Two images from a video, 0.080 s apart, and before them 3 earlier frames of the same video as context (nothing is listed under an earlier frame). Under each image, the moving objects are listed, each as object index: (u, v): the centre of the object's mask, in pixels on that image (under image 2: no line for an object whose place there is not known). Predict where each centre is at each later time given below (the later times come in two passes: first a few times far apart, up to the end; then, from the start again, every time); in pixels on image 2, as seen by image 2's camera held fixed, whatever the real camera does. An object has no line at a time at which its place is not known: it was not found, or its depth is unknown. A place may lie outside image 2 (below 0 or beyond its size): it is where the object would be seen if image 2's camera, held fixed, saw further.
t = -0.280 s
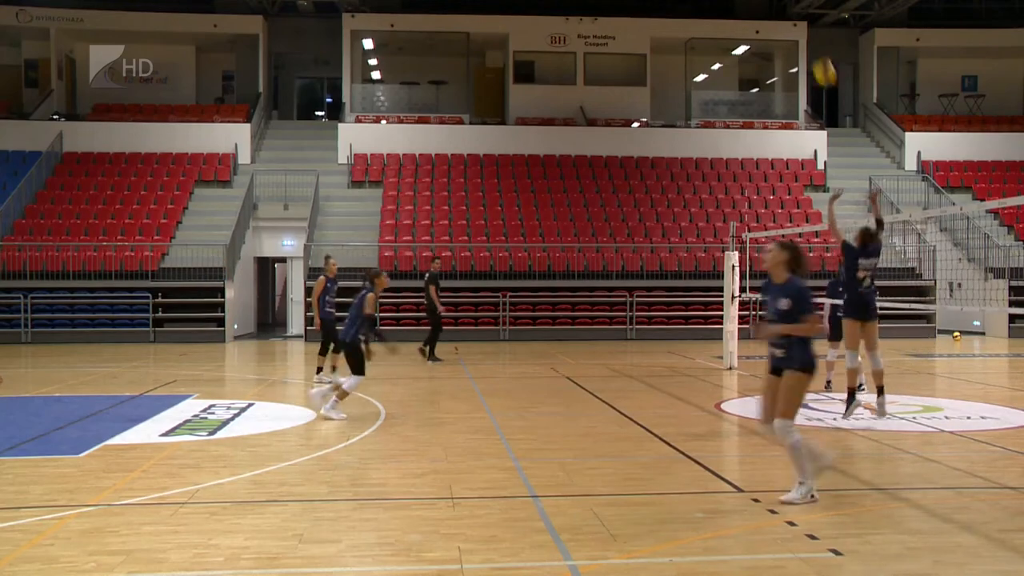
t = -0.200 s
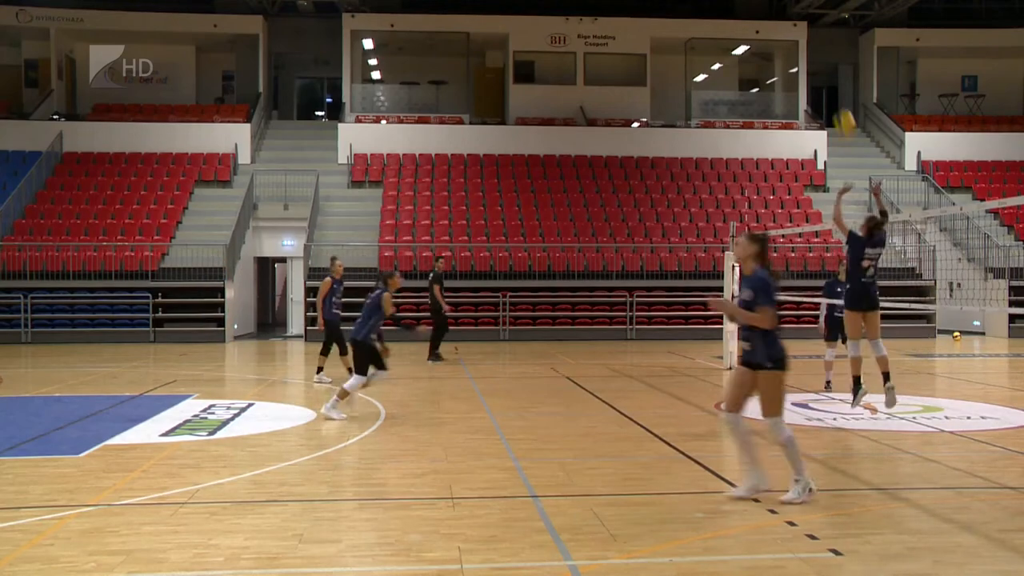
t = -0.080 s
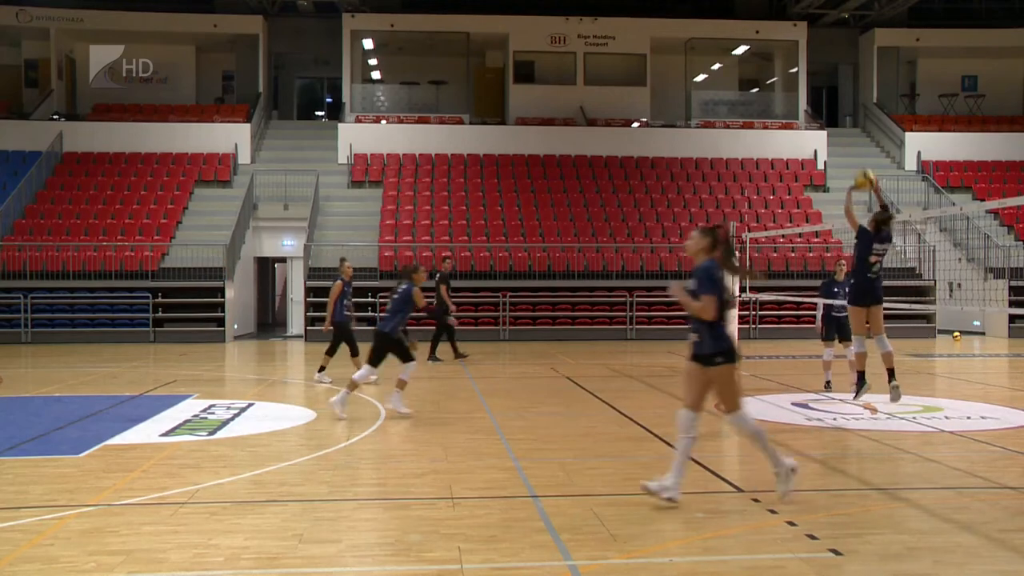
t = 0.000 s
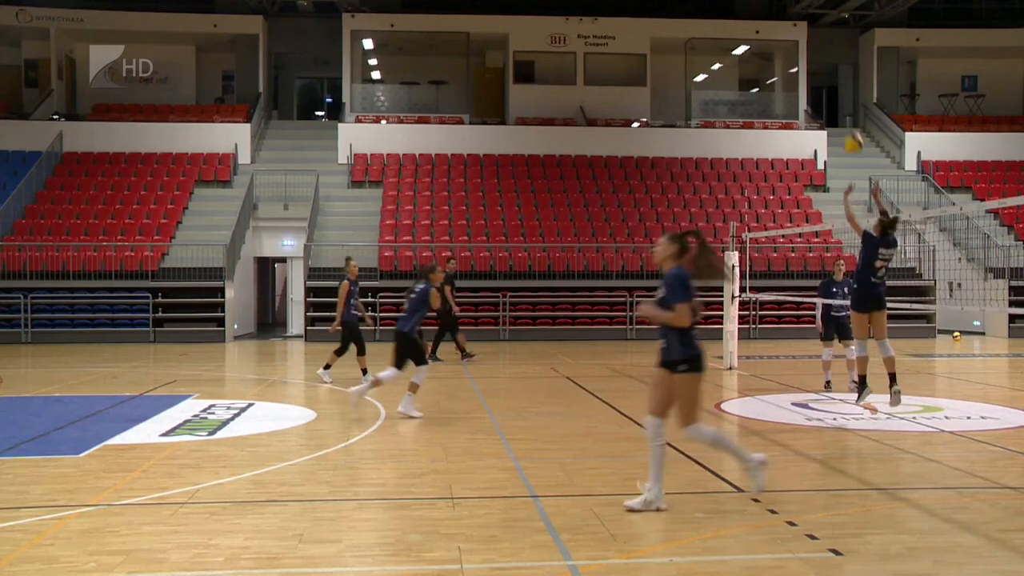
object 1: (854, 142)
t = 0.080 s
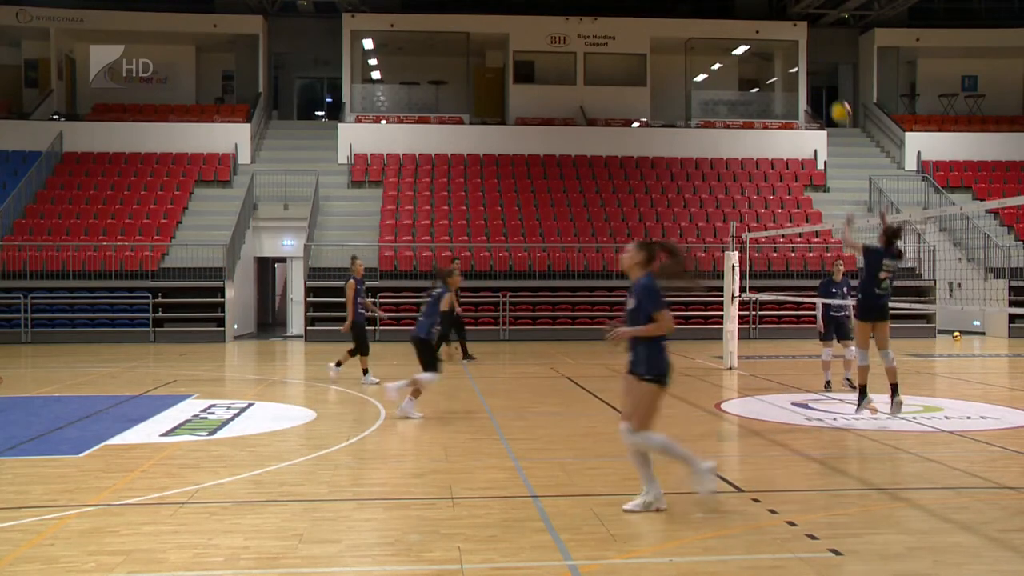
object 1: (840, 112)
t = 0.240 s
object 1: (817, 69)
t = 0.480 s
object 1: (782, 47)
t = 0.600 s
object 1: (765, 56)
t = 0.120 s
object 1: (835, 99)
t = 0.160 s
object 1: (828, 88)
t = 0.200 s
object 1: (822, 77)
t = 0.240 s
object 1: (817, 69)
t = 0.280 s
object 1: (811, 62)
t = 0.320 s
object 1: (804, 56)
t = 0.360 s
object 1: (798, 51)
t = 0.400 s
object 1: (793, 49)
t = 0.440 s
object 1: (787, 47)
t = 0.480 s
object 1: (782, 47)
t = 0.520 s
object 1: (776, 49)
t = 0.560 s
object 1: (770, 52)
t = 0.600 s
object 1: (765, 56)
